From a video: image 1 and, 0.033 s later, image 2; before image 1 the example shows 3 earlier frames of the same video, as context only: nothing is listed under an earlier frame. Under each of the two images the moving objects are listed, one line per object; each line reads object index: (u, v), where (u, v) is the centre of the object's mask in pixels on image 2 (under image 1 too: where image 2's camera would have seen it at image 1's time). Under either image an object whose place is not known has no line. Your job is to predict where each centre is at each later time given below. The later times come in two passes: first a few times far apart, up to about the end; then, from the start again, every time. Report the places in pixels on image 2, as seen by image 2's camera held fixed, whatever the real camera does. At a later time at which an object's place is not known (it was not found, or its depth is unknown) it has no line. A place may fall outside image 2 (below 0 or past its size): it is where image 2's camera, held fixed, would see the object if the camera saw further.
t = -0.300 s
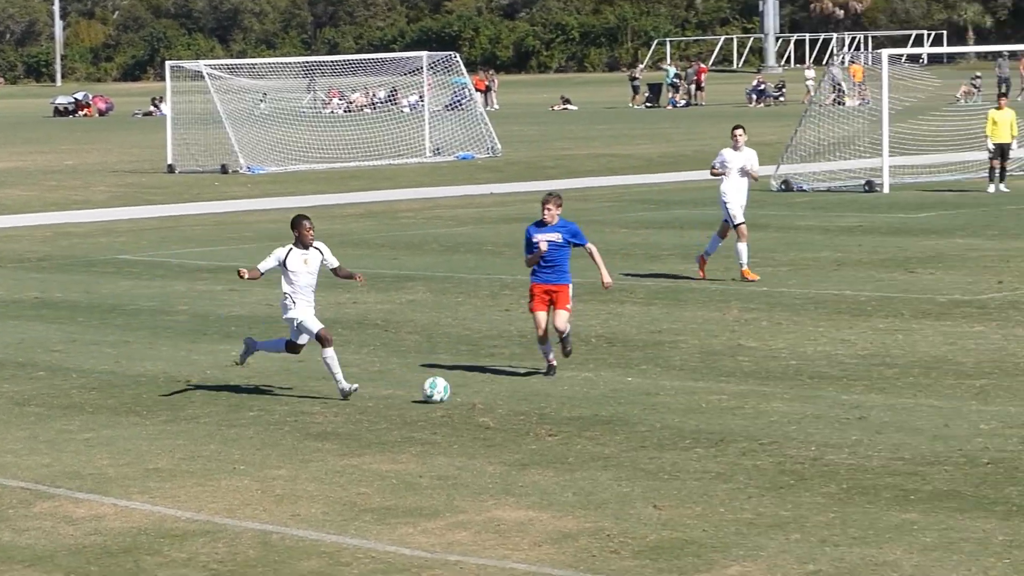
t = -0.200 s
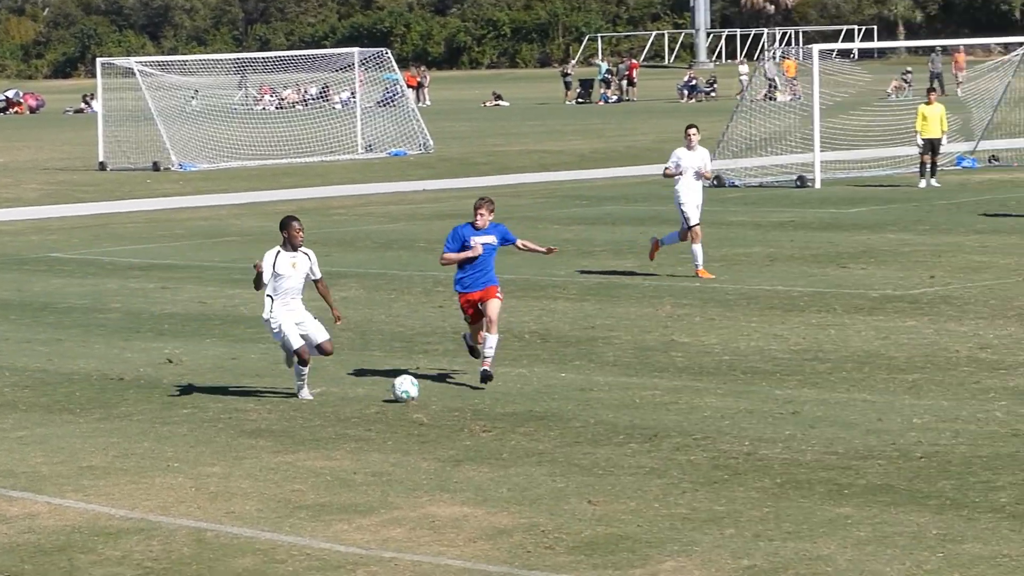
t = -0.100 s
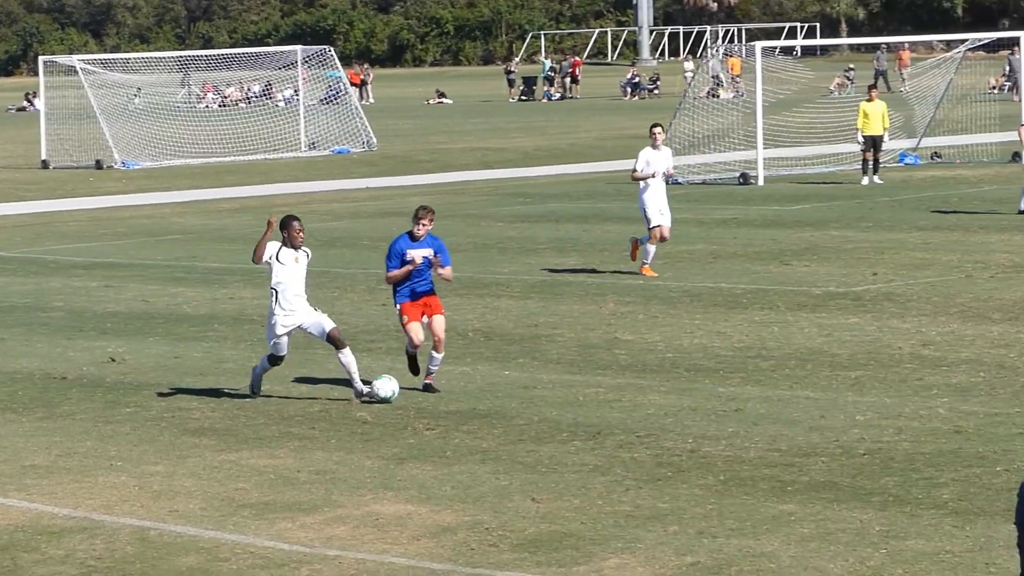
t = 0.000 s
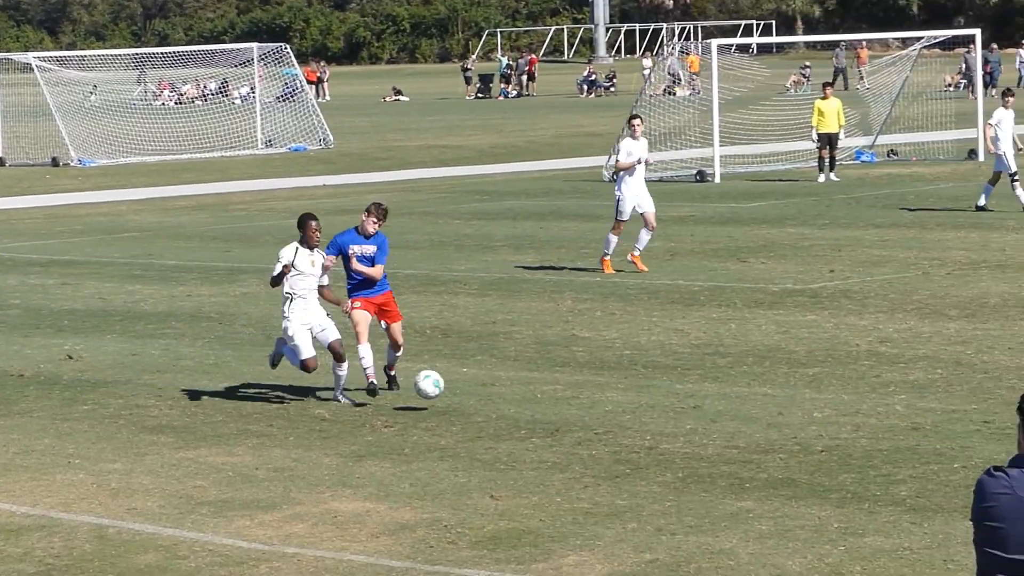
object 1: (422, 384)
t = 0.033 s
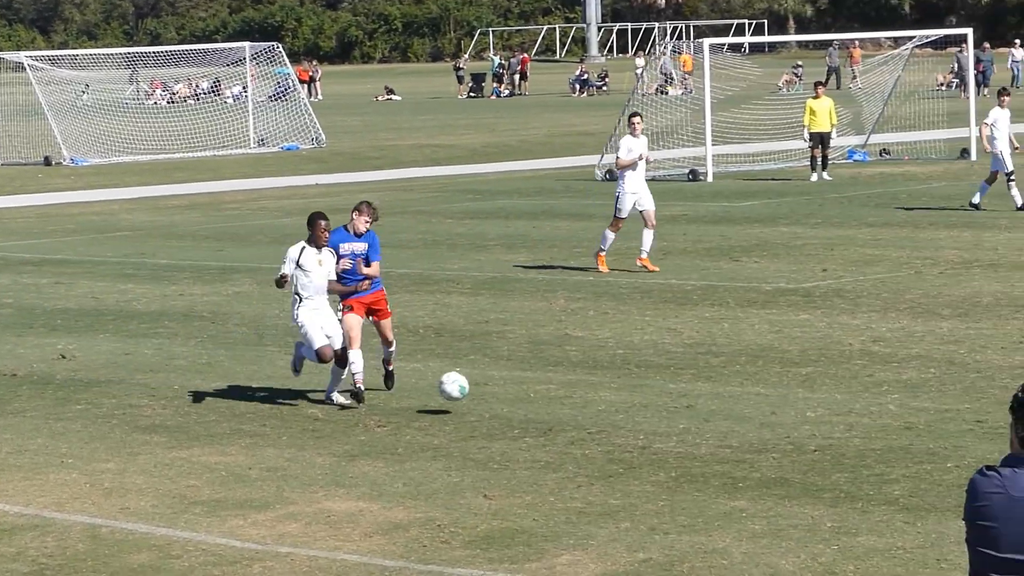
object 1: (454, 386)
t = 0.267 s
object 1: (687, 417)
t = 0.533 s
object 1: (959, 445)
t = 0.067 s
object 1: (486, 390)
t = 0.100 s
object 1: (519, 396)
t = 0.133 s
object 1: (553, 403)
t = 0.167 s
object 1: (589, 413)
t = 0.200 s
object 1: (623, 419)
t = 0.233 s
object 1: (655, 417)
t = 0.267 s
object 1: (687, 417)
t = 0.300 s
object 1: (720, 418)
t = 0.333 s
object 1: (753, 421)
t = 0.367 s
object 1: (787, 425)
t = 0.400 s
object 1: (823, 432)
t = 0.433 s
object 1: (859, 441)
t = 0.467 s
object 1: (895, 448)
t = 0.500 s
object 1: (927, 445)
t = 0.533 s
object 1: (959, 445)
